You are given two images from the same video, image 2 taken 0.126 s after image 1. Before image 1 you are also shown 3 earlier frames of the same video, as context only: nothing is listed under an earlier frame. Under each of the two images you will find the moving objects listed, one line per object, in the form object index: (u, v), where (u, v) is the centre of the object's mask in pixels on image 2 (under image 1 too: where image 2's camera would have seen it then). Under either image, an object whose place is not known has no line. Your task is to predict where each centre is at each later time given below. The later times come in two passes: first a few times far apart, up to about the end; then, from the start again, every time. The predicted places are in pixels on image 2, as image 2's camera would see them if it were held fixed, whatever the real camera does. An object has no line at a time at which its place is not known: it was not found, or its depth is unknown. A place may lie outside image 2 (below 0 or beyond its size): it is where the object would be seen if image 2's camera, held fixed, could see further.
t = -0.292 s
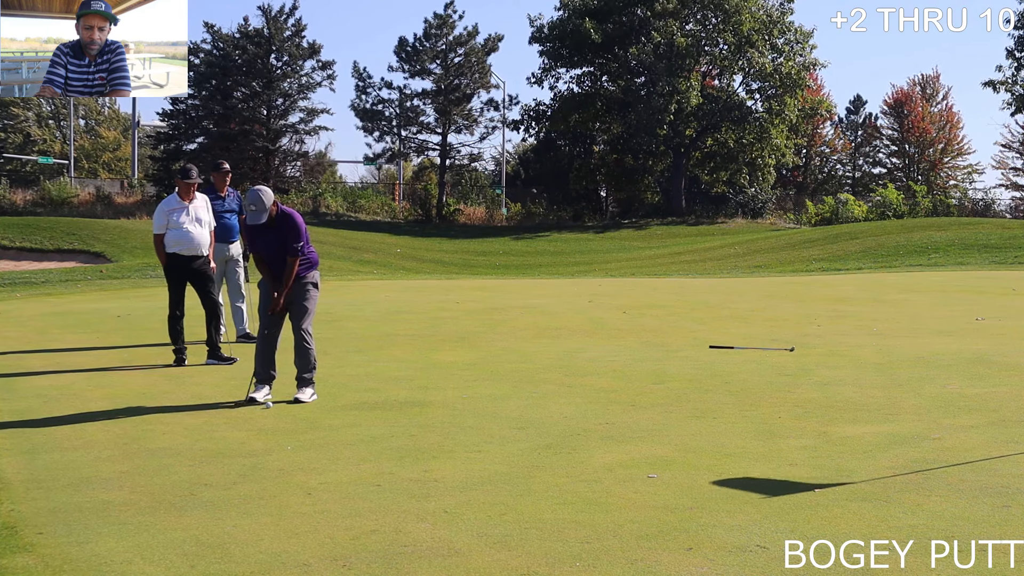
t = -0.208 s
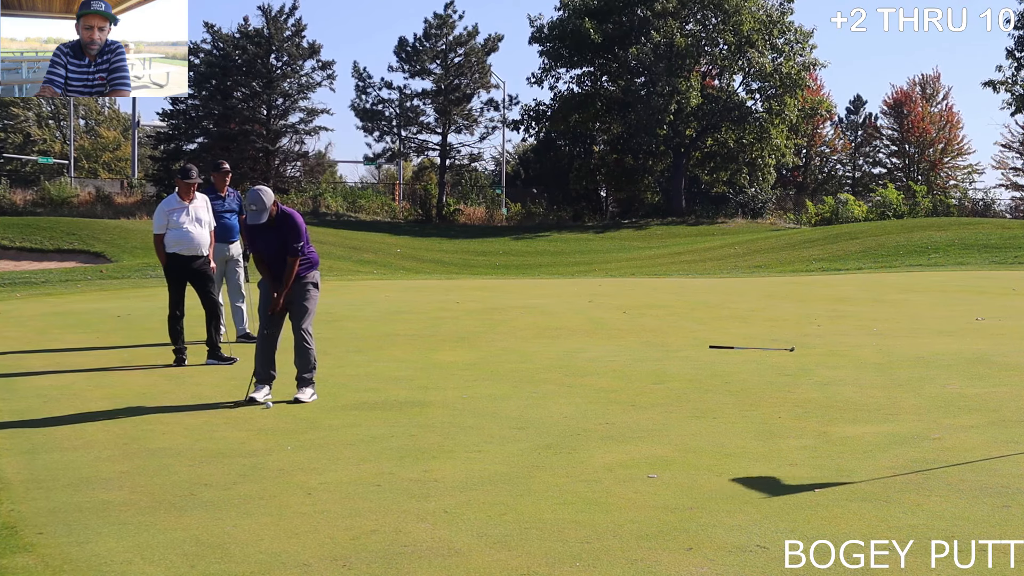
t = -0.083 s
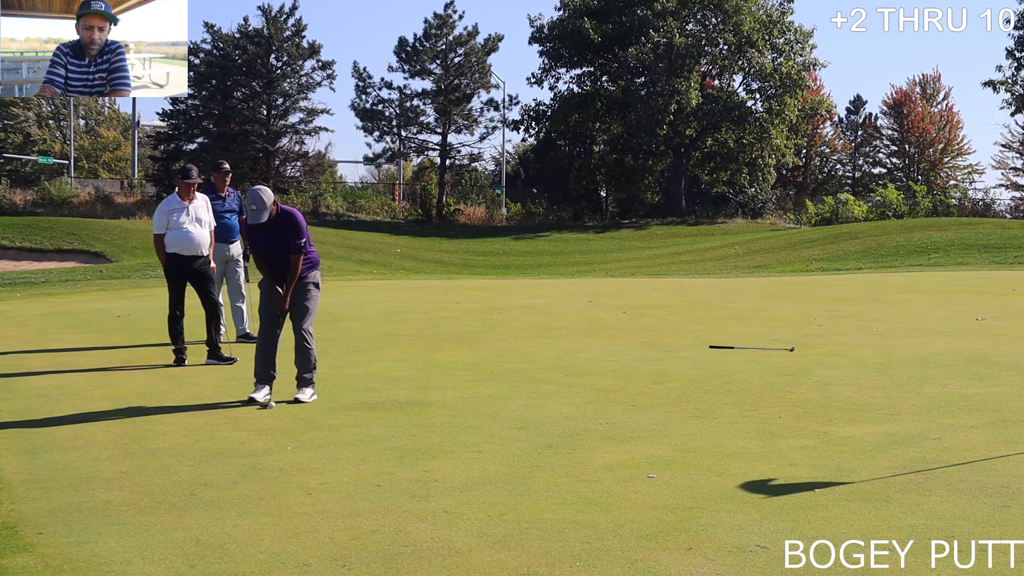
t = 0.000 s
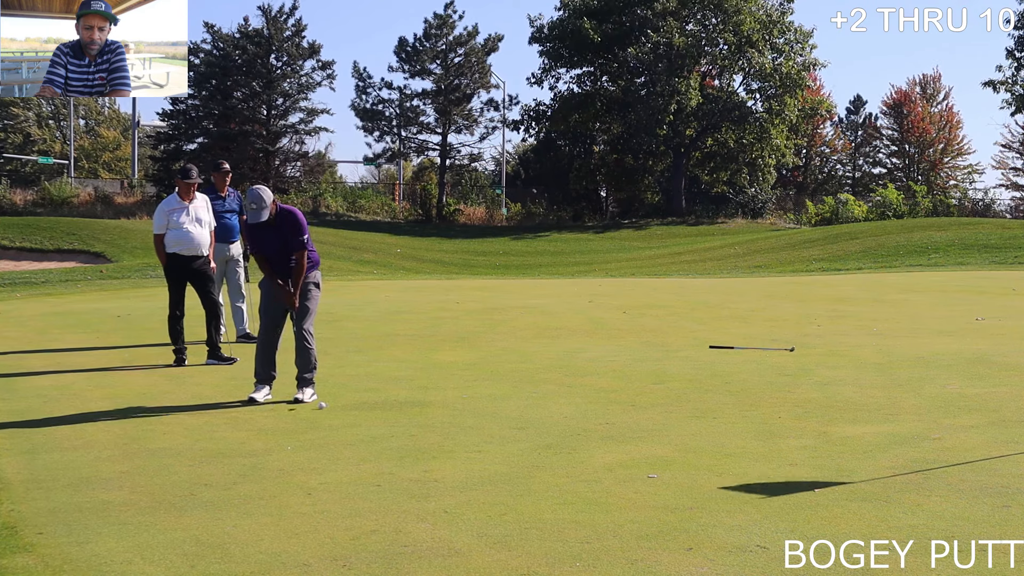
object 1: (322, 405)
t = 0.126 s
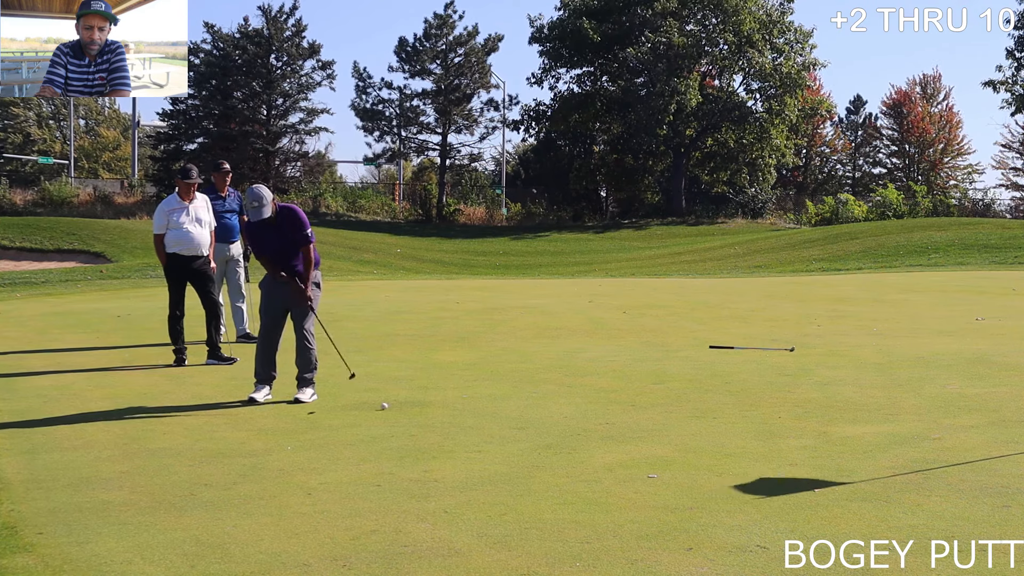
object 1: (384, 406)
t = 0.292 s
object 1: (458, 408)
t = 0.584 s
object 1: (583, 409)
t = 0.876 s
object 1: (700, 410)
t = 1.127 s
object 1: (792, 410)
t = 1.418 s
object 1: (891, 410)
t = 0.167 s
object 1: (402, 406)
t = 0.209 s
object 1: (421, 407)
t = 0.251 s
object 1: (439, 407)
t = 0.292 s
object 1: (458, 408)
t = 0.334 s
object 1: (476, 408)
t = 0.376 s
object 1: (494, 408)
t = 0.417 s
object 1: (512, 408)
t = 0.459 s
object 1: (529, 408)
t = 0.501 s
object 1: (547, 409)
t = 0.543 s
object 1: (565, 409)
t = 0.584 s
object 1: (583, 409)
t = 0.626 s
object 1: (600, 410)
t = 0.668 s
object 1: (617, 409)
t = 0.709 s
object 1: (634, 409)
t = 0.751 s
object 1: (650, 410)
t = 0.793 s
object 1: (667, 410)
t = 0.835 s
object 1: (684, 410)
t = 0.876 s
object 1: (700, 410)
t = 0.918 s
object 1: (716, 410)
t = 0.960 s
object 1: (732, 410)
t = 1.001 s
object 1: (747, 411)
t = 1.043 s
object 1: (762, 410)
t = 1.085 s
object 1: (778, 410)
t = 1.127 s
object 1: (792, 410)
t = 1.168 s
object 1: (807, 410)
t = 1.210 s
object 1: (822, 410)
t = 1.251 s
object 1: (836, 410)
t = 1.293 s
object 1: (850, 410)
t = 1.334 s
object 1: (864, 410)
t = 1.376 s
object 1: (877, 410)
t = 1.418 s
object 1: (891, 410)
